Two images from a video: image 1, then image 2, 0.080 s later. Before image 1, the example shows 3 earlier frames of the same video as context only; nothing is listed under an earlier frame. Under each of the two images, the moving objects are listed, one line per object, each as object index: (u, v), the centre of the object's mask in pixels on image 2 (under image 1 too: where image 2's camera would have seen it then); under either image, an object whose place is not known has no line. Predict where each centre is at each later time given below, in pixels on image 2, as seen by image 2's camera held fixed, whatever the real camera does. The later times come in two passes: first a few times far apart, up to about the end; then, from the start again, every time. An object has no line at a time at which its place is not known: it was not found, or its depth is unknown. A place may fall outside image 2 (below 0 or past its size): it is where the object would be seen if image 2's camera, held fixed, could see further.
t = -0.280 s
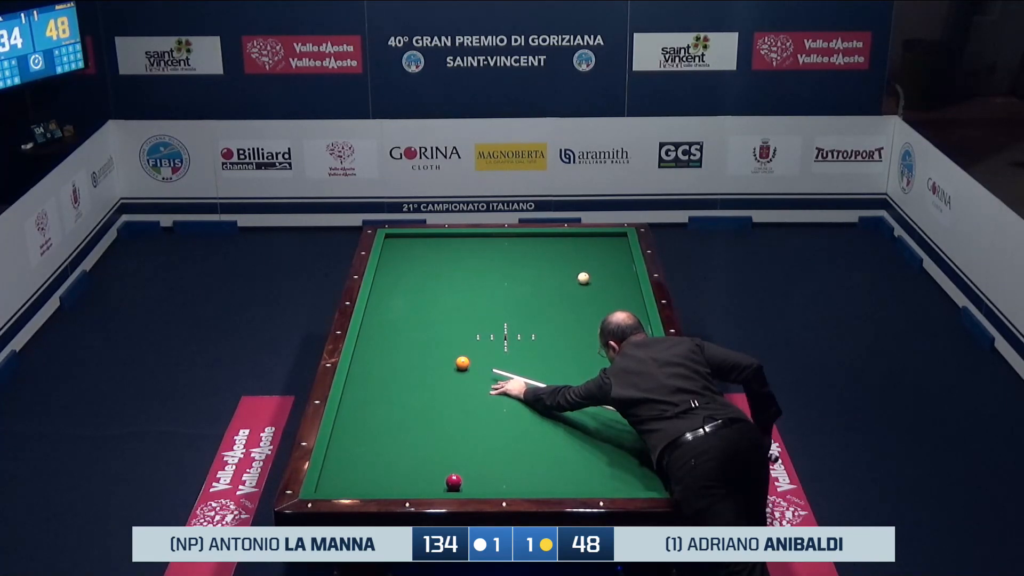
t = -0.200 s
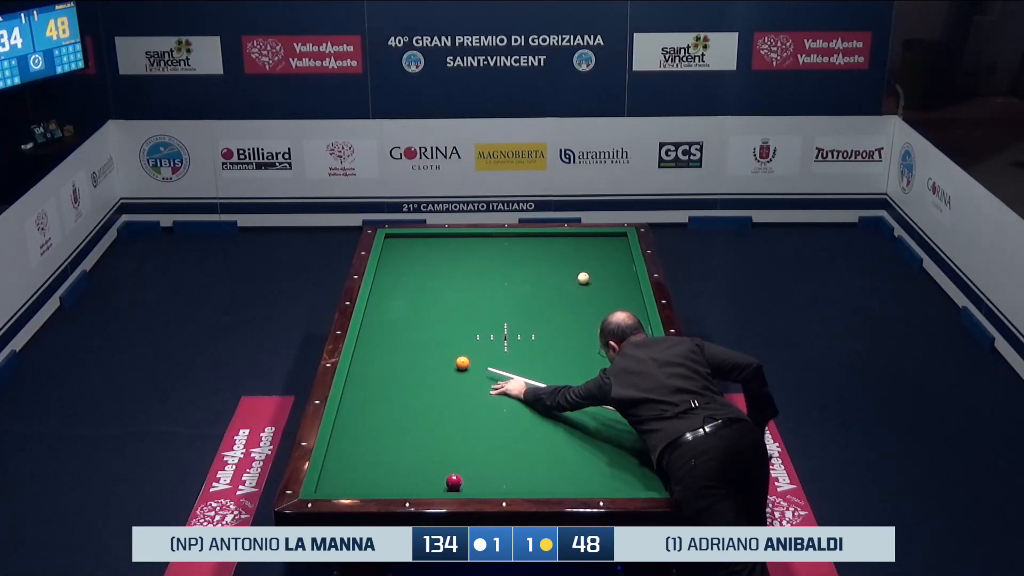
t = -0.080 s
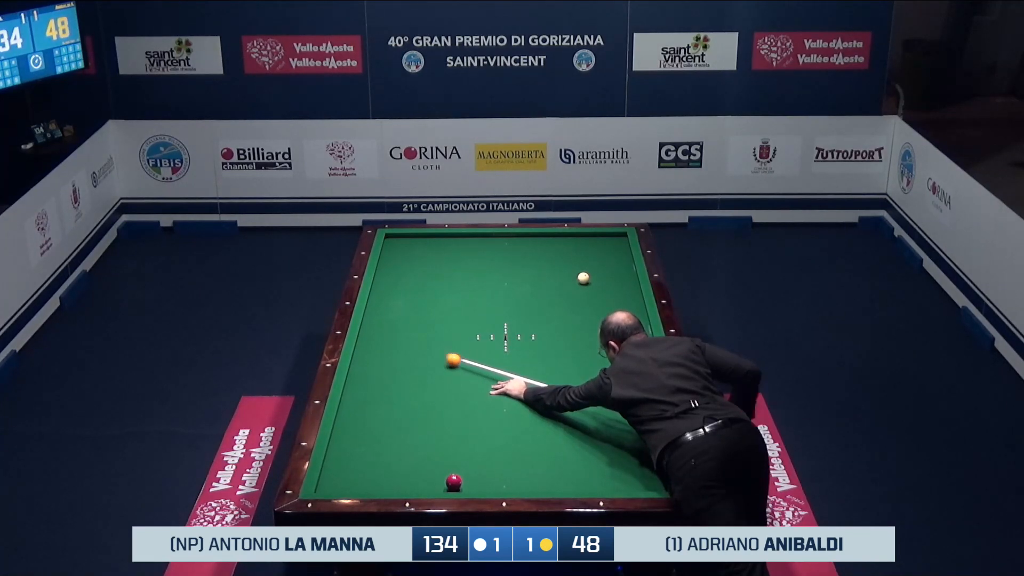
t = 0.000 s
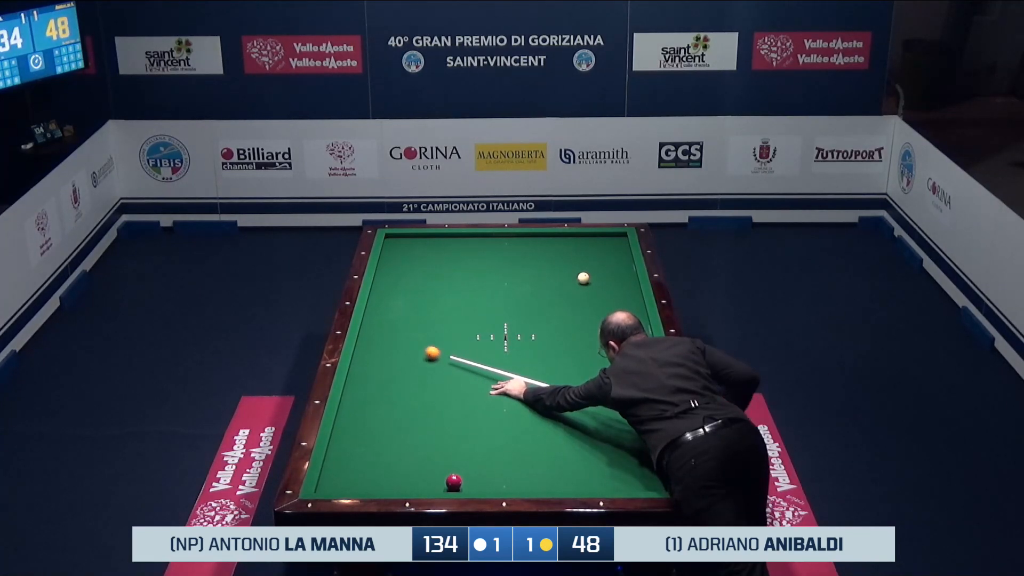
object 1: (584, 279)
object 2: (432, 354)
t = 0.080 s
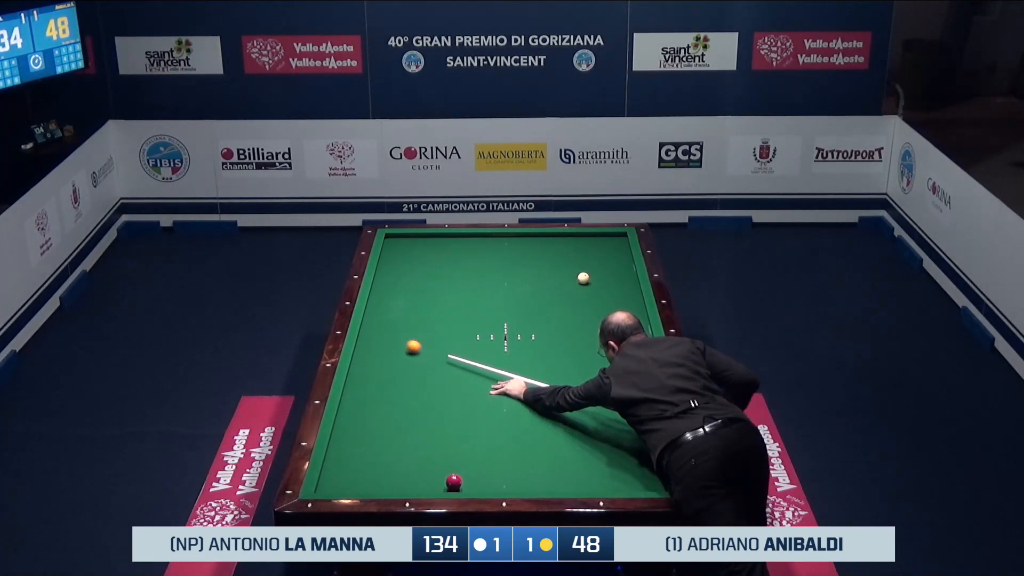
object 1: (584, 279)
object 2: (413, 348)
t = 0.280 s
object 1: (584, 279)
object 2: (371, 333)
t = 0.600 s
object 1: (584, 279)
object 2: (410, 310)
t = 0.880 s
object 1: (584, 279)
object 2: (446, 291)
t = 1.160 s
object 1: (584, 279)
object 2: (479, 274)
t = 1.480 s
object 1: (584, 278)
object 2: (513, 256)
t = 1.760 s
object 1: (584, 279)
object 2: (540, 242)
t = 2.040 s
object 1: (584, 279)
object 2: (568, 239)
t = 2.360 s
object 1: (584, 279)
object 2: (603, 248)
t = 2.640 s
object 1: (584, 279)
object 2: (623, 256)
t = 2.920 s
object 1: (584, 279)
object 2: (608, 265)
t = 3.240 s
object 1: (582, 279)
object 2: (591, 275)
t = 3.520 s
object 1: (572, 285)
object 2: (587, 277)
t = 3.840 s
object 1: (560, 292)
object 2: (583, 279)
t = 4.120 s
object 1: (551, 298)
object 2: (581, 281)
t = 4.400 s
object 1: (541, 304)
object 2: (577, 283)
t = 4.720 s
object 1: (530, 310)
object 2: (575, 285)
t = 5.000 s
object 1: (520, 315)
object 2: (573, 286)
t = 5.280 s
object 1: (511, 320)
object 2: (571, 287)
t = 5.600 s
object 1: (501, 326)
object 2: (569, 288)
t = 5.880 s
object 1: (493, 331)
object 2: (567, 288)
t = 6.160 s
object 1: (484, 336)
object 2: (566, 289)
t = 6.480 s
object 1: (475, 341)
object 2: (565, 289)
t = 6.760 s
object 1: (468, 346)
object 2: (565, 290)
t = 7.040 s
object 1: (460, 351)
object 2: (565, 290)
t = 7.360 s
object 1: (453, 354)
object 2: (565, 290)
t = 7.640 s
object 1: (446, 359)
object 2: (565, 290)
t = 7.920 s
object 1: (440, 362)
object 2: (565, 290)
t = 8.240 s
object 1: (433, 366)
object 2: (565, 290)
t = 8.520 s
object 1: (428, 369)
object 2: (565, 289)
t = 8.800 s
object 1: (423, 372)
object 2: (565, 289)
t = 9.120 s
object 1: (418, 375)
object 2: (565, 289)
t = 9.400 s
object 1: (414, 378)
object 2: (565, 289)
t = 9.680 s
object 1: (411, 380)
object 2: (565, 289)
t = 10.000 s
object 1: (407, 382)
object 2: (565, 289)
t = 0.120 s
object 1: (584, 279)
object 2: (405, 345)
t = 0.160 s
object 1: (584, 279)
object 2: (396, 342)
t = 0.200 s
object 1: (584, 279)
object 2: (388, 339)
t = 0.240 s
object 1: (584, 279)
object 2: (379, 336)
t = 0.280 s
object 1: (584, 279)
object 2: (371, 333)
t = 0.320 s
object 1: (584, 279)
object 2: (366, 330)
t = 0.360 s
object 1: (584, 279)
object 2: (373, 327)
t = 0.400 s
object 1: (584, 279)
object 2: (381, 324)
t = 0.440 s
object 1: (584, 279)
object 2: (388, 321)
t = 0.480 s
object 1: (584, 279)
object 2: (394, 318)
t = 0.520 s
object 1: (584, 279)
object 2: (400, 315)
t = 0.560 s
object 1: (584, 279)
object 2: (405, 313)
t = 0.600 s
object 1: (584, 279)
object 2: (410, 310)
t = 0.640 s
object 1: (584, 279)
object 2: (416, 307)
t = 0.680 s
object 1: (584, 279)
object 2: (421, 304)
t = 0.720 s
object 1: (584, 279)
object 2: (426, 302)
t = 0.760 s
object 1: (584, 279)
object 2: (431, 299)
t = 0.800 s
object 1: (584, 279)
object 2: (436, 296)
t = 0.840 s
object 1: (584, 279)
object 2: (441, 294)
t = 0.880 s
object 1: (584, 279)
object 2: (446, 291)
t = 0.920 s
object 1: (584, 279)
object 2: (451, 289)
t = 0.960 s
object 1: (584, 279)
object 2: (455, 286)
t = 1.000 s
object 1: (584, 279)
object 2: (460, 284)
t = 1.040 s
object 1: (584, 279)
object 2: (465, 281)
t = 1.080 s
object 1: (584, 279)
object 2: (470, 279)
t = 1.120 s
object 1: (584, 279)
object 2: (474, 276)
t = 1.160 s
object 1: (584, 279)
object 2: (479, 274)
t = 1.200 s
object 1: (584, 279)
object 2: (483, 272)
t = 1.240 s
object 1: (584, 279)
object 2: (487, 269)
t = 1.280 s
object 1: (584, 279)
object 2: (492, 267)
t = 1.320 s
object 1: (584, 279)
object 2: (496, 265)
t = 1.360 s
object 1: (584, 279)
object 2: (500, 263)
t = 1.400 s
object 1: (584, 279)
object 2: (504, 260)
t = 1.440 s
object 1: (584, 278)
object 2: (509, 258)
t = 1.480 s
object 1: (584, 278)
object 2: (513, 256)
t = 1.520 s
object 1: (584, 279)
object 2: (517, 254)
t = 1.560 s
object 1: (584, 279)
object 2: (521, 252)
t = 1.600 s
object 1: (584, 279)
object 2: (525, 250)
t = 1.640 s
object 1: (584, 279)
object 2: (529, 248)
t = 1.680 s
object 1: (584, 279)
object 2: (533, 246)
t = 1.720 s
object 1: (584, 279)
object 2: (536, 244)
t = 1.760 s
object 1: (584, 279)
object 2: (540, 242)
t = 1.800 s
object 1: (584, 279)
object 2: (544, 240)
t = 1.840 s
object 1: (584, 279)
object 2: (548, 238)
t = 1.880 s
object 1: (584, 279)
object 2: (551, 236)
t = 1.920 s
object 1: (584, 279)
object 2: (555, 235)
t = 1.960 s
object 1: (584, 279)
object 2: (560, 236)
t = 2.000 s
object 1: (584, 279)
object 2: (564, 238)
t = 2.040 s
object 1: (584, 279)
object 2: (568, 239)
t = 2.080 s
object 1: (584, 279)
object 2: (573, 240)
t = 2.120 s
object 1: (584, 279)
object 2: (577, 241)
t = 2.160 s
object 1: (584, 279)
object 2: (581, 242)
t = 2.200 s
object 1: (584, 279)
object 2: (586, 243)
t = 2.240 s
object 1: (584, 279)
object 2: (590, 245)
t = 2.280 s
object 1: (584, 279)
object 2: (594, 246)
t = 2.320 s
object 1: (583, 279)
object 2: (599, 247)
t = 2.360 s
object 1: (584, 279)
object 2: (603, 248)
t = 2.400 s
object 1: (584, 279)
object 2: (607, 249)
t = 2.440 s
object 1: (584, 279)
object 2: (612, 250)
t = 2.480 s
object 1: (584, 279)
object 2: (616, 251)
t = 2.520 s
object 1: (584, 279)
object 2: (621, 253)
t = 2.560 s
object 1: (584, 279)
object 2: (625, 254)
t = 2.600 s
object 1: (584, 279)
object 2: (626, 255)
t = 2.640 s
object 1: (584, 279)
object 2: (623, 256)
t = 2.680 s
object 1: (584, 279)
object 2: (621, 258)
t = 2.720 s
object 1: (584, 279)
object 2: (618, 259)
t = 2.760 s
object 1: (584, 279)
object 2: (616, 260)
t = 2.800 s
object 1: (584, 279)
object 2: (614, 261)
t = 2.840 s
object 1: (584, 279)
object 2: (612, 263)
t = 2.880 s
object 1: (584, 279)
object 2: (610, 264)
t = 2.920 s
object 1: (584, 279)
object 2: (608, 265)
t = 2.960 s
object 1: (584, 279)
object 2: (606, 267)
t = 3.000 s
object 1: (584, 279)
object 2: (603, 268)
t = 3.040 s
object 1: (584, 279)
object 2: (601, 269)
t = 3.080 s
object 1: (583, 279)
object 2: (599, 270)
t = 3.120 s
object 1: (583, 279)
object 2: (597, 272)
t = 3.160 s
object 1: (583, 279)
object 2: (594, 273)
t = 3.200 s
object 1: (583, 279)
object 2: (593, 274)
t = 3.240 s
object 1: (582, 279)
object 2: (591, 275)
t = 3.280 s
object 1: (580, 280)
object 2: (590, 275)
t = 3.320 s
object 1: (579, 281)
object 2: (590, 276)
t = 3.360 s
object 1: (577, 282)
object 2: (589, 276)
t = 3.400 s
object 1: (576, 283)
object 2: (589, 276)
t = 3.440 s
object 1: (575, 284)
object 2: (588, 277)
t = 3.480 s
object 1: (573, 285)
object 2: (588, 277)
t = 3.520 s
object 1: (572, 285)
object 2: (587, 277)
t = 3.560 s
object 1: (570, 286)
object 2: (587, 278)
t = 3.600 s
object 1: (569, 287)
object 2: (586, 278)
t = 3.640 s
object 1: (567, 288)
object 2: (586, 278)
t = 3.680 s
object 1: (566, 289)
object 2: (585, 278)
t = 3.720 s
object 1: (564, 289)
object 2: (585, 279)
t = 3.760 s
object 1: (563, 290)
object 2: (584, 279)
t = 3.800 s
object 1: (562, 291)
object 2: (584, 279)
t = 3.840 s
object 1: (560, 292)
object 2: (583, 279)
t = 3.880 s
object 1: (559, 293)
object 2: (583, 280)
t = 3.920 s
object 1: (558, 294)
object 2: (583, 280)
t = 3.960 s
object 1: (556, 295)
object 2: (582, 280)
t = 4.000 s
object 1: (555, 295)
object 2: (582, 280)
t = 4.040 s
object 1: (553, 296)
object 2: (581, 281)
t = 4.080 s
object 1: (552, 297)
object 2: (581, 281)
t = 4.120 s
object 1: (551, 298)
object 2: (581, 281)
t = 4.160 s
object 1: (550, 299)
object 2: (580, 282)
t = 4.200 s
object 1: (548, 300)
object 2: (580, 282)
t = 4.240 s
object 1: (546, 300)
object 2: (580, 279)
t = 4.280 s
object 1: (545, 301)
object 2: (579, 282)
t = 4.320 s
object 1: (543, 302)
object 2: (578, 282)
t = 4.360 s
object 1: (542, 303)
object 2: (578, 283)
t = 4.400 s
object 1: (541, 304)
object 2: (577, 283)
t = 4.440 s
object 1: (539, 305)
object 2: (577, 283)
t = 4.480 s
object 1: (538, 305)
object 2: (577, 283)
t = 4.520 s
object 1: (537, 306)
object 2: (576, 283)
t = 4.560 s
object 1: (535, 307)
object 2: (576, 284)
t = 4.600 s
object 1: (534, 308)
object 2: (576, 284)
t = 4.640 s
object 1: (532, 309)
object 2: (575, 284)
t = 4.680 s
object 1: (531, 309)
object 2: (575, 284)
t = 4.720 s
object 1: (530, 310)
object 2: (575, 285)
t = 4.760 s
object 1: (528, 311)
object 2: (574, 285)
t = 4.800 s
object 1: (527, 312)
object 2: (574, 285)
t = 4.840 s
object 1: (525, 313)
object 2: (574, 285)
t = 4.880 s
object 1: (524, 313)
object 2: (573, 285)
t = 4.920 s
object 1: (523, 314)
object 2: (573, 285)
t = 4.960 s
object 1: (521, 315)
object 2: (573, 285)
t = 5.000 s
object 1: (520, 315)
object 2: (573, 286)
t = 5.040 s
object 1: (519, 316)
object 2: (572, 286)
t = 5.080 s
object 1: (517, 317)
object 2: (572, 286)
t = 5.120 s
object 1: (516, 318)
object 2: (571, 286)
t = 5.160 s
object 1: (515, 318)
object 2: (571, 286)
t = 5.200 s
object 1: (513, 319)
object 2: (571, 287)
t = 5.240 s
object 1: (512, 320)
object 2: (571, 287)
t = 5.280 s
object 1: (511, 320)
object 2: (571, 287)
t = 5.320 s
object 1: (510, 321)
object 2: (570, 287)
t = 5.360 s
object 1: (508, 322)
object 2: (570, 287)
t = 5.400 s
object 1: (507, 322)
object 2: (570, 287)
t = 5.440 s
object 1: (506, 323)
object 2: (569, 287)
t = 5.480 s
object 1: (504, 324)
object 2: (569, 287)
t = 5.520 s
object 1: (503, 324)
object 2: (569, 287)
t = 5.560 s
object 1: (502, 326)
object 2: (569, 287)
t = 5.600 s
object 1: (501, 326)
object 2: (569, 288)
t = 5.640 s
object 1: (500, 326)
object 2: (568, 288)
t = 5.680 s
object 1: (498, 327)
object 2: (568, 288)
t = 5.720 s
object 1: (497, 328)
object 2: (568, 288)
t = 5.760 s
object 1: (496, 328)
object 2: (568, 288)
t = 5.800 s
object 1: (495, 329)
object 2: (568, 288)
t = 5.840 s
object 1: (493, 330)
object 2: (567, 288)
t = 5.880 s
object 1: (493, 331)
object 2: (567, 288)
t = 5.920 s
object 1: (491, 332)
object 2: (567, 289)
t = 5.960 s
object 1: (488, 330)
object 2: (567, 289)
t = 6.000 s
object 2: (567, 289)
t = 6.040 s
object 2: (567, 289)
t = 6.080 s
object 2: (566, 289)
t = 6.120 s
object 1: (486, 334)
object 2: (566, 289)
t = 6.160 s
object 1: (484, 336)
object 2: (566, 289)
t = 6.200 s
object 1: (484, 337)
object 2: (566, 289)
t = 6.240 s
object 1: (482, 337)
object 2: (566, 289)
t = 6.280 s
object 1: (481, 338)
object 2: (566, 289)
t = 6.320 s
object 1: (479, 339)
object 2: (566, 289)
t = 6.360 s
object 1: (479, 340)
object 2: (566, 289)
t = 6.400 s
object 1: (477, 341)
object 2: (566, 289)
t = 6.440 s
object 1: (476, 341)
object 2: (565, 289)
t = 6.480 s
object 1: (475, 341)
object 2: (565, 289)
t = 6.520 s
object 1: (474, 342)
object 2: (565, 289)
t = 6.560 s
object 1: (473, 343)
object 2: (565, 289)
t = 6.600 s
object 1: (472, 343)
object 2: (565, 289)
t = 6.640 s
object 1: (471, 344)
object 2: (565, 289)
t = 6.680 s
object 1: (470, 345)
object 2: (565, 290)
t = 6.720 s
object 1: (469, 346)
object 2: (565, 290)
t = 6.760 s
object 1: (468, 346)
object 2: (565, 290)
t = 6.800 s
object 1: (467, 347)
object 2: (565, 290)
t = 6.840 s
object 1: (466, 347)
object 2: (565, 290)
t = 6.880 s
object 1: (464, 348)
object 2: (565, 290)
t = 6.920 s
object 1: (463, 349)
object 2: (565, 290)
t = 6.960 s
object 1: (463, 349)
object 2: (565, 290)
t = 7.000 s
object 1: (461, 350)
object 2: (565, 290)
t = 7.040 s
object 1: (460, 351)
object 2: (565, 290)
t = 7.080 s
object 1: (459, 351)
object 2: (565, 290)
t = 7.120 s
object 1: (458, 352)
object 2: (565, 290)
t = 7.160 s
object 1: (457, 352)
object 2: (565, 290)
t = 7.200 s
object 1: (457, 352)
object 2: (565, 290)
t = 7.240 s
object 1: (455, 353)
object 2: (565, 290)
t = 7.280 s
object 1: (454, 353)
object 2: (565, 290)
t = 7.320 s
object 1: (453, 354)
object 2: (565, 290)
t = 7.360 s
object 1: (453, 354)
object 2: (565, 290)
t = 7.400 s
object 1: (452, 356)
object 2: (565, 290)
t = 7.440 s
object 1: (451, 356)
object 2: (565, 290)
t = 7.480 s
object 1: (450, 356)
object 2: (565, 290)
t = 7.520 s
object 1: (449, 357)
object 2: (565, 290)
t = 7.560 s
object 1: (448, 358)
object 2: (565, 290)
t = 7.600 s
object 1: (447, 358)
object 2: (565, 290)
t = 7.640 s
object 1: (446, 359)
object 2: (565, 290)
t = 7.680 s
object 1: (445, 359)
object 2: (565, 290)
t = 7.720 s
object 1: (444, 359)
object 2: (565, 290)
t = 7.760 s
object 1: (443, 360)
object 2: (565, 290)
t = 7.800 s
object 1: (442, 361)
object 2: (565, 290)
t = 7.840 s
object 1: (442, 361)
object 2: (565, 290)
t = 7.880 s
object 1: (441, 362)
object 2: (565, 290)
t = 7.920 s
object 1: (440, 362)
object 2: (565, 290)
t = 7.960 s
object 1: (439, 363)
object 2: (565, 290)
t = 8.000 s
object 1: (438, 363)
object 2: (565, 290)
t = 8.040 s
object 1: (437, 363)
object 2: (565, 290)
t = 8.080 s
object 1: (437, 364)
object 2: (565, 290)
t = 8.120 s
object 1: (436, 365)
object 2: (565, 290)
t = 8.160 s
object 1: (435, 365)
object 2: (565, 290)
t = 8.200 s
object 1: (434, 365)
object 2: (565, 290)
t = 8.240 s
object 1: (433, 366)
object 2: (565, 290)
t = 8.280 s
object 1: (433, 366)
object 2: (565, 290)
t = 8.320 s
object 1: (432, 367)
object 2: (565, 290)
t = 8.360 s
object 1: (431, 368)
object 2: (565, 290)
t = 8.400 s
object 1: (430, 368)
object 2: (565, 290)
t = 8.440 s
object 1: (430, 368)
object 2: (565, 289)
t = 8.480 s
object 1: (429, 369)
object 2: (565, 289)
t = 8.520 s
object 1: (428, 369)
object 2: (565, 289)
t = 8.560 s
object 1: (428, 370)
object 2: (565, 289)
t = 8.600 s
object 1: (427, 370)
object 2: (565, 289)
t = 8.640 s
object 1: (426, 371)
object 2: (565, 289)
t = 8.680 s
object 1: (425, 371)
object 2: (565, 289)
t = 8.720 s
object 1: (425, 372)
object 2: (565, 289)
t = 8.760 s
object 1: (424, 372)
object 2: (565, 289)
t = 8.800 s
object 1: (423, 372)
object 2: (565, 289)
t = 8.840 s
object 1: (423, 373)
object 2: (565, 289)
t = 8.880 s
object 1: (422, 373)
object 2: (565, 289)
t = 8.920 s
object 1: (421, 373)
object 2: (565, 289)
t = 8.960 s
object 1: (421, 374)
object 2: (565, 289)
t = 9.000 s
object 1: (420, 374)
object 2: (565, 289)
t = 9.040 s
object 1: (419, 375)
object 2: (565, 289)
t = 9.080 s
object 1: (419, 375)
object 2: (565, 289)
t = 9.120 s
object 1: (418, 375)
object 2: (565, 289)
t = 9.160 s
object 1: (418, 376)
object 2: (565, 289)
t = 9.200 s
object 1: (417, 376)
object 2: (565, 289)
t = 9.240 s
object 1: (416, 376)
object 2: (565, 289)
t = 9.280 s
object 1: (416, 377)
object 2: (565, 289)
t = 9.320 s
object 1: (415, 377)
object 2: (565, 289)
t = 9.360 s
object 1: (415, 377)
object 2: (565, 289)
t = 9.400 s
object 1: (414, 378)
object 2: (565, 289)
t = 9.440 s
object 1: (414, 378)
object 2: (565, 289)
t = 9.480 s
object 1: (413, 378)
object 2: (565, 289)
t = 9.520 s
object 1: (413, 379)
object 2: (565, 289)
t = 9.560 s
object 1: (412, 379)
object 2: (565, 289)
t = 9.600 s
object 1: (412, 379)
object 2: (565, 289)
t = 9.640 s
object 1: (411, 380)
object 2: (565, 289)
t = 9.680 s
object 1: (411, 380)
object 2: (565, 289)
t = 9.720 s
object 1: (410, 380)
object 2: (565, 289)
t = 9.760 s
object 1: (410, 381)
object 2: (565, 289)
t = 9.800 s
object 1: (409, 381)
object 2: (565, 289)
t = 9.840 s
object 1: (409, 381)
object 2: (565, 289)
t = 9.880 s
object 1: (408, 381)
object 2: (565, 289)
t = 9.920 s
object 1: (408, 381)
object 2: (565, 289)
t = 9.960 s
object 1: (408, 382)
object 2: (565, 289)
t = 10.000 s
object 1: (407, 382)
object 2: (565, 289)
